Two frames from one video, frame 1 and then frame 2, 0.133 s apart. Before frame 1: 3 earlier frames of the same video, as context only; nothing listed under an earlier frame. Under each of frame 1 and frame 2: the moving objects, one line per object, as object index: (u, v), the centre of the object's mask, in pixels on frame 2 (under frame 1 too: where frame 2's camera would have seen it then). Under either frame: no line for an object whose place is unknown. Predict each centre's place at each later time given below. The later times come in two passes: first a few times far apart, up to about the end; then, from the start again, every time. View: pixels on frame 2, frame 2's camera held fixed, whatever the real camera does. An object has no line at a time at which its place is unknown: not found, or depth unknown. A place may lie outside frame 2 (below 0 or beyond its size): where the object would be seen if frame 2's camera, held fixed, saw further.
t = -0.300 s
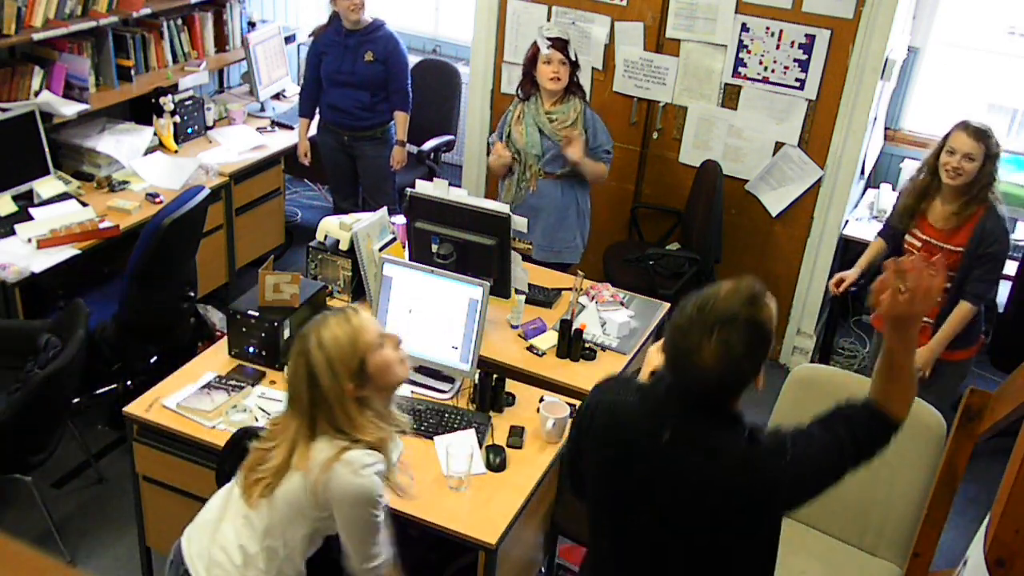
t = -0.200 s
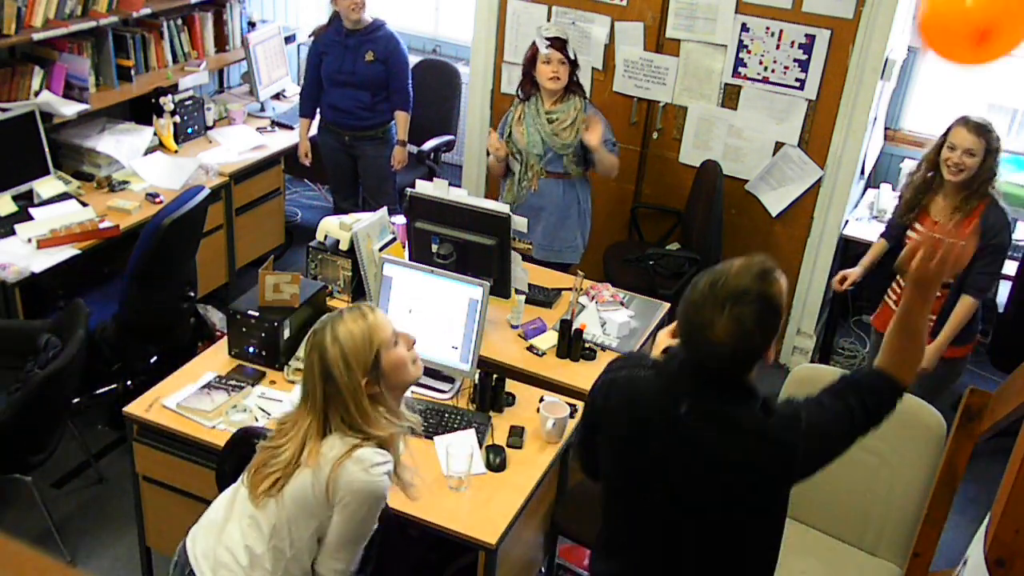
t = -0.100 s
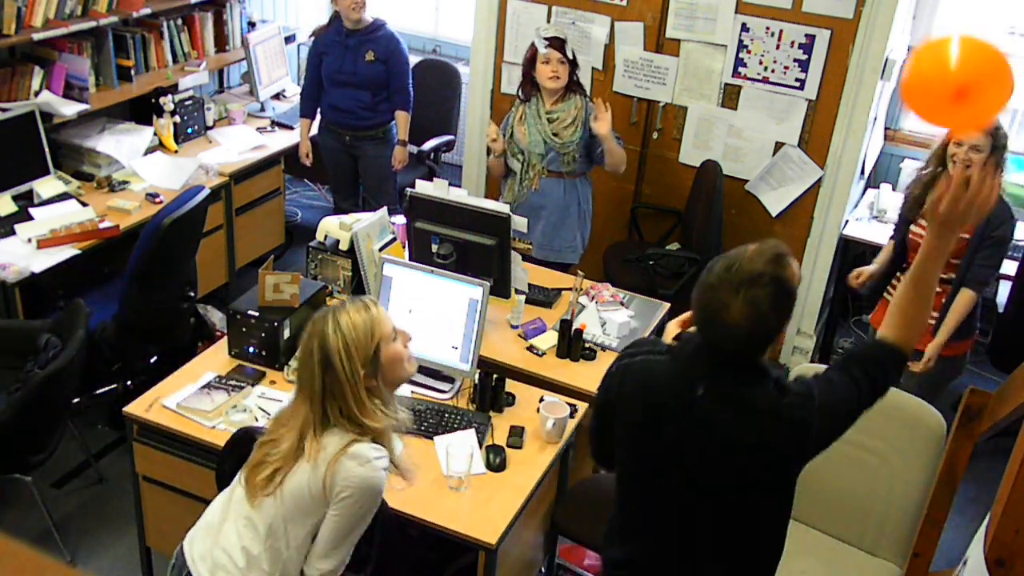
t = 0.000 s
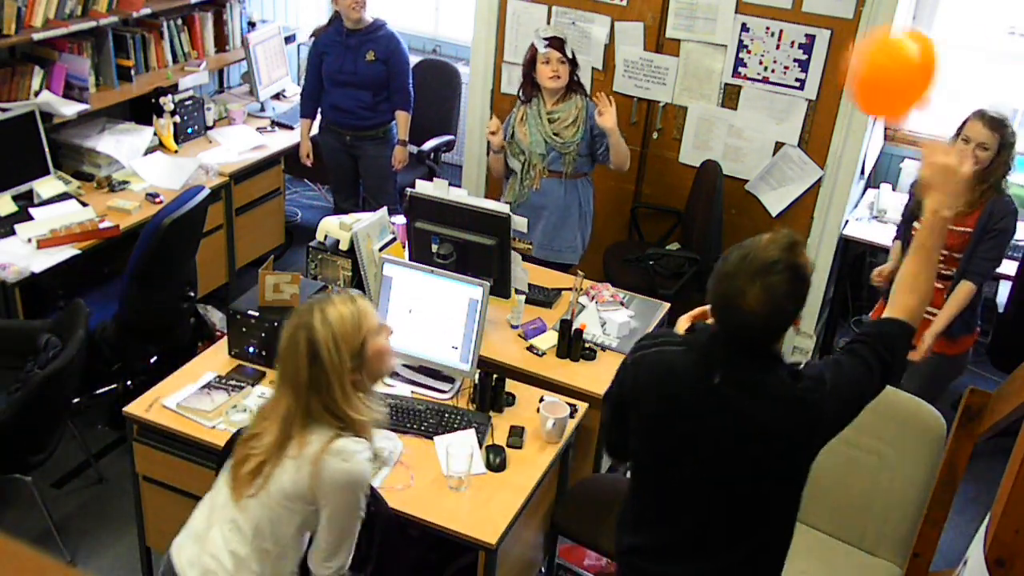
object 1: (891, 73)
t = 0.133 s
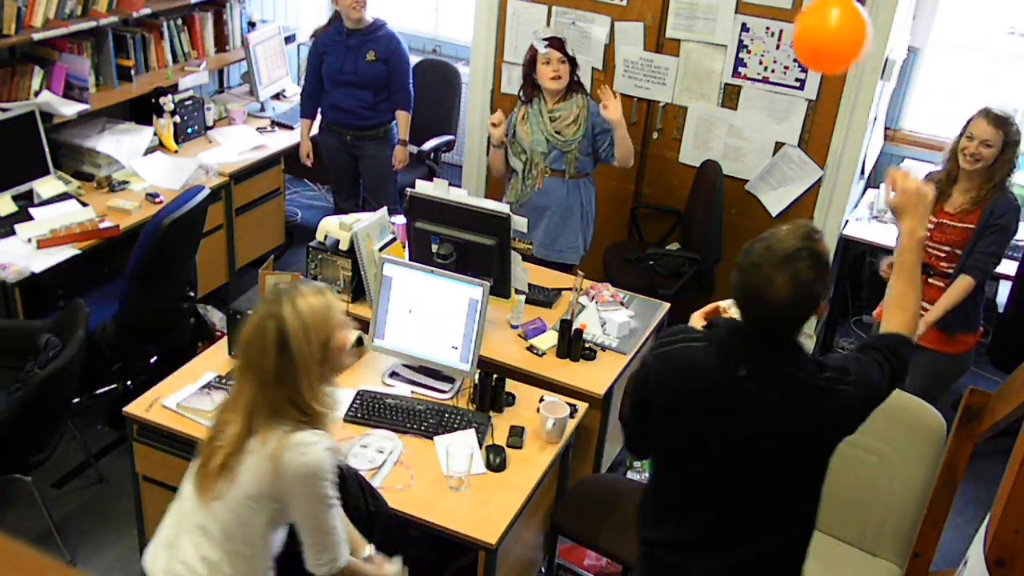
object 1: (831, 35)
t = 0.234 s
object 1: (832, 30)
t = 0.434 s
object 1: (853, 48)
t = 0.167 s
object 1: (828, 31)
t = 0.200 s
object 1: (829, 30)
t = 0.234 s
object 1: (832, 30)
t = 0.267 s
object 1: (837, 32)
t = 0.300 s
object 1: (843, 34)
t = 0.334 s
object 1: (847, 35)
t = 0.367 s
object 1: (851, 39)
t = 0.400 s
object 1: (852, 43)
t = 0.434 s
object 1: (853, 48)
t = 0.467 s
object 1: (852, 54)
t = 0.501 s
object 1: (850, 59)
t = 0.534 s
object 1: (849, 64)
